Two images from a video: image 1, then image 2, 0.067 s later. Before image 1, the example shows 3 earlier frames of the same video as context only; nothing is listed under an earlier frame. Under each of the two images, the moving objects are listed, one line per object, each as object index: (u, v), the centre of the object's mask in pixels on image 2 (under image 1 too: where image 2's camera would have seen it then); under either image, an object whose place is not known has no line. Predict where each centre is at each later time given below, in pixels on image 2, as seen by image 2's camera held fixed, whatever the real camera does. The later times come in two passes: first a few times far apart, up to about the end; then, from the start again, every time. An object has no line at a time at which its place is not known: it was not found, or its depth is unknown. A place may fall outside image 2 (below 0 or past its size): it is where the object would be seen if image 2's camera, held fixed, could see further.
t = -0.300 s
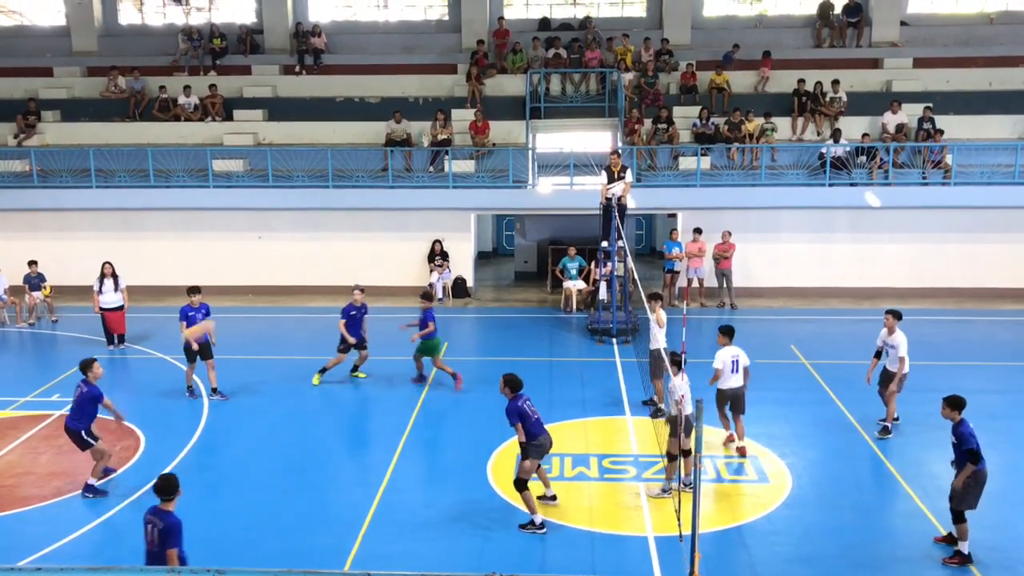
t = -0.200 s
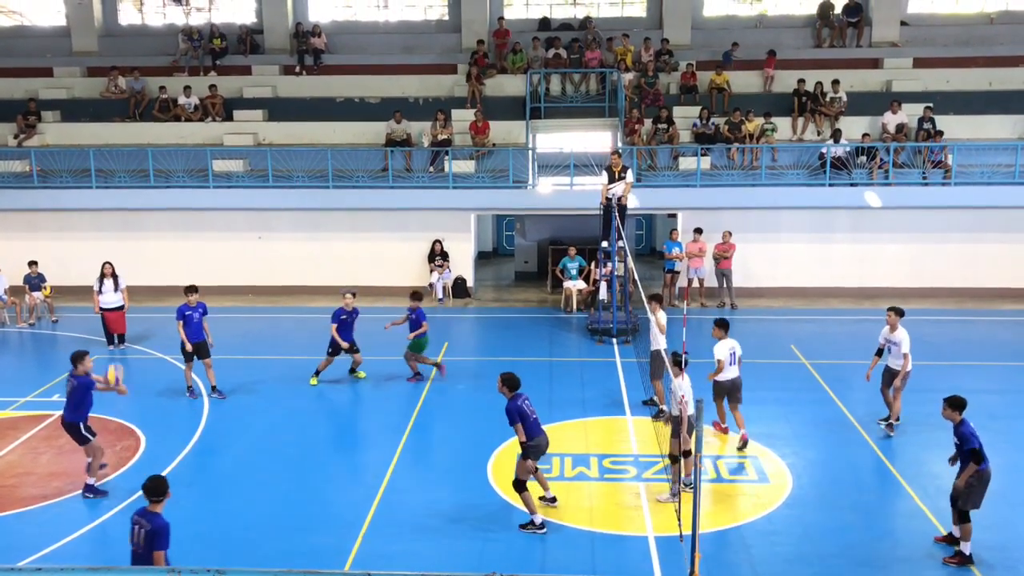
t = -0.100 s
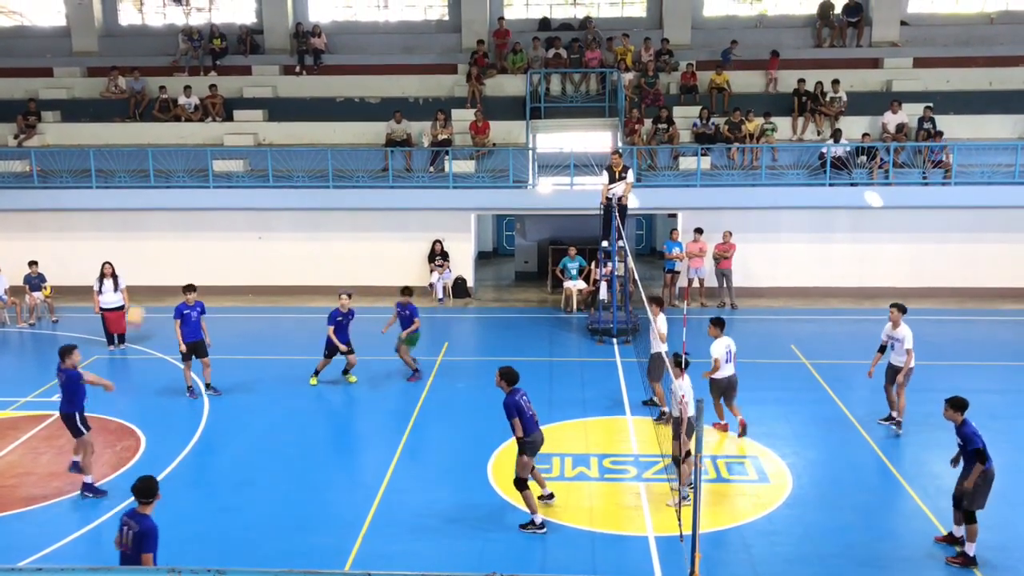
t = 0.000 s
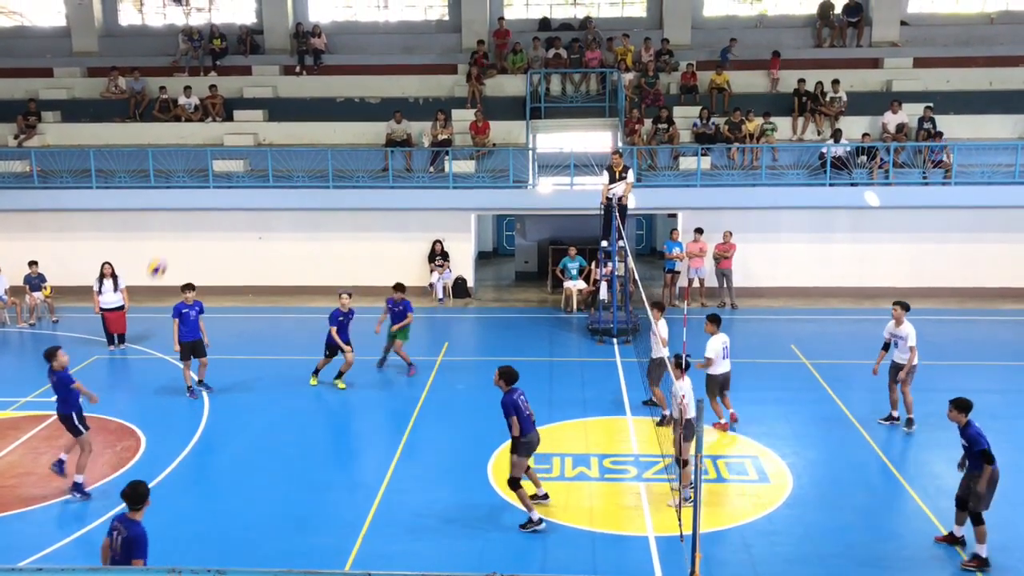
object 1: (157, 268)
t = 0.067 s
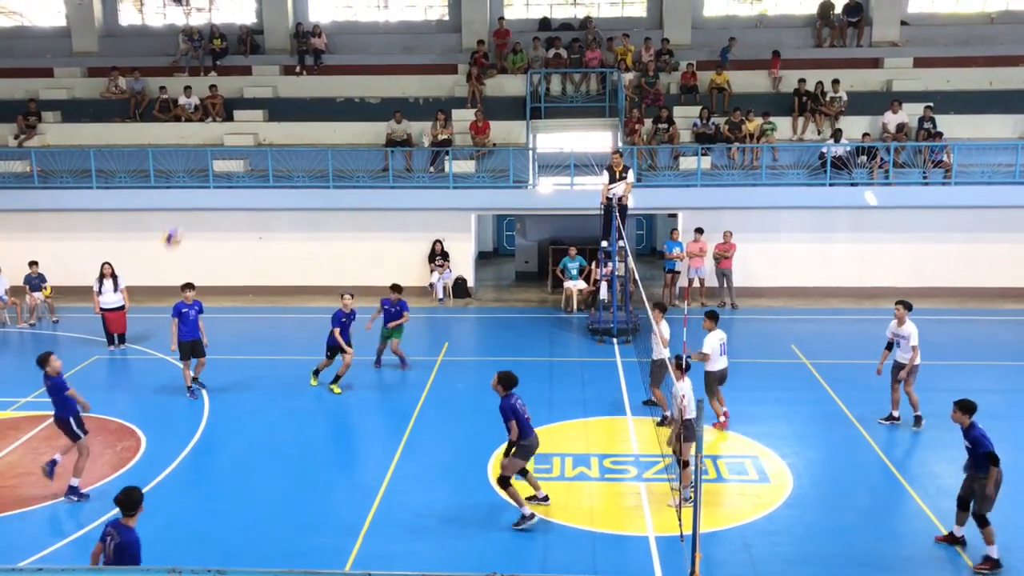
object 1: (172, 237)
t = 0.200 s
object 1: (203, 188)
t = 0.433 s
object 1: (263, 140)
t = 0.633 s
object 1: (319, 137)
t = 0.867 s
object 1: (385, 180)
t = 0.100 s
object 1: (181, 224)
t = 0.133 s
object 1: (188, 211)
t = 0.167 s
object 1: (196, 199)
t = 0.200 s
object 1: (203, 188)
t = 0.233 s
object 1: (213, 179)
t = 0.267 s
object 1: (221, 169)
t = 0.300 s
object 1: (229, 162)
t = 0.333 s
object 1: (238, 155)
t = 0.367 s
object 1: (246, 150)
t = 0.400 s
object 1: (255, 145)
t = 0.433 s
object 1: (263, 140)
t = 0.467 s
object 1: (272, 138)
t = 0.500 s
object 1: (282, 136)
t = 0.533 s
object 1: (292, 136)
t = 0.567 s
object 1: (301, 134)
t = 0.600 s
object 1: (310, 135)
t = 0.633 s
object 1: (319, 137)
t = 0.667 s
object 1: (327, 140)
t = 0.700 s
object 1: (339, 144)
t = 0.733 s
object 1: (348, 149)
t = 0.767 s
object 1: (357, 155)
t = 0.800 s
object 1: (367, 162)
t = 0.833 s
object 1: (376, 171)
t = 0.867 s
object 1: (385, 180)
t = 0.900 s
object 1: (395, 190)
